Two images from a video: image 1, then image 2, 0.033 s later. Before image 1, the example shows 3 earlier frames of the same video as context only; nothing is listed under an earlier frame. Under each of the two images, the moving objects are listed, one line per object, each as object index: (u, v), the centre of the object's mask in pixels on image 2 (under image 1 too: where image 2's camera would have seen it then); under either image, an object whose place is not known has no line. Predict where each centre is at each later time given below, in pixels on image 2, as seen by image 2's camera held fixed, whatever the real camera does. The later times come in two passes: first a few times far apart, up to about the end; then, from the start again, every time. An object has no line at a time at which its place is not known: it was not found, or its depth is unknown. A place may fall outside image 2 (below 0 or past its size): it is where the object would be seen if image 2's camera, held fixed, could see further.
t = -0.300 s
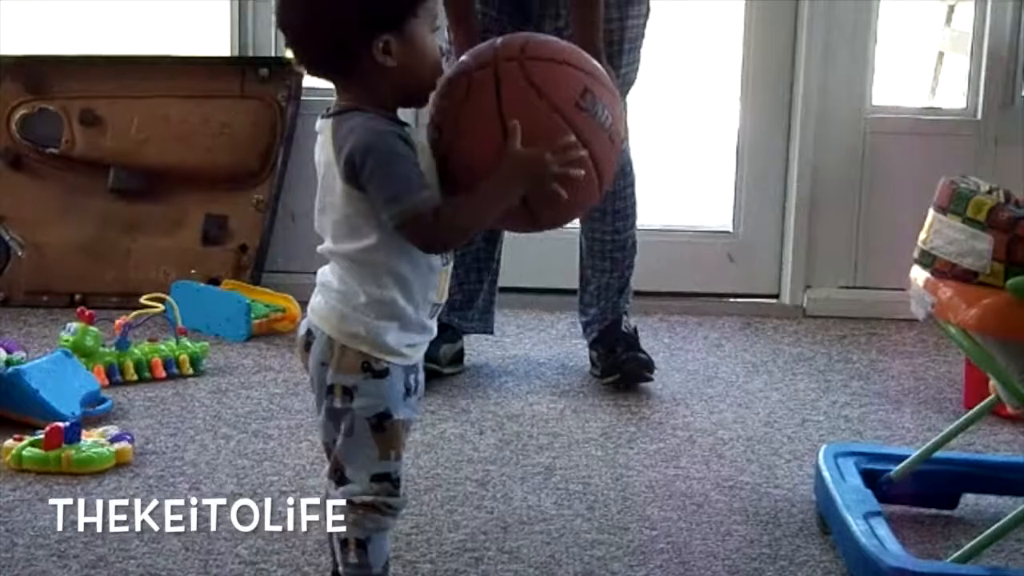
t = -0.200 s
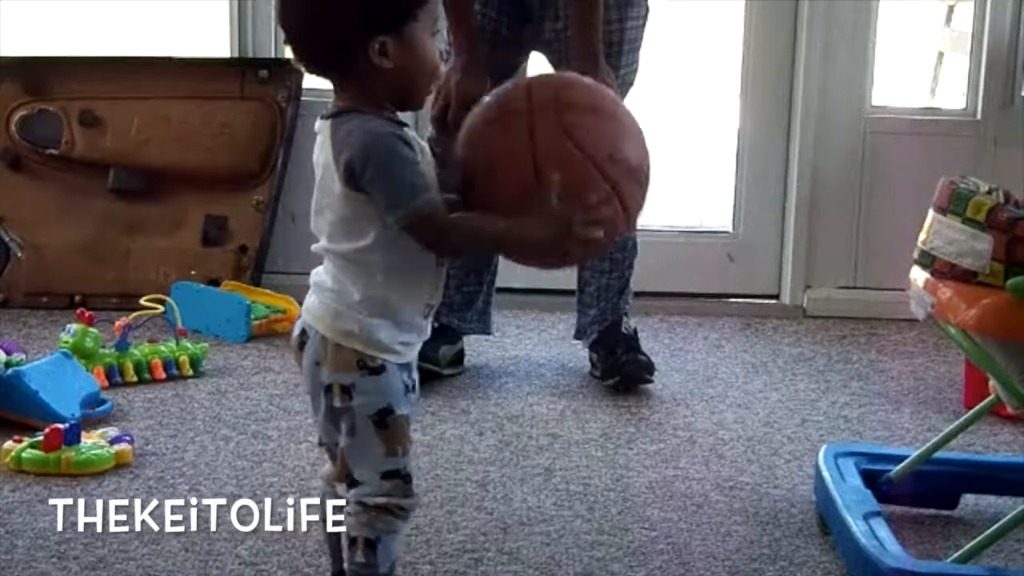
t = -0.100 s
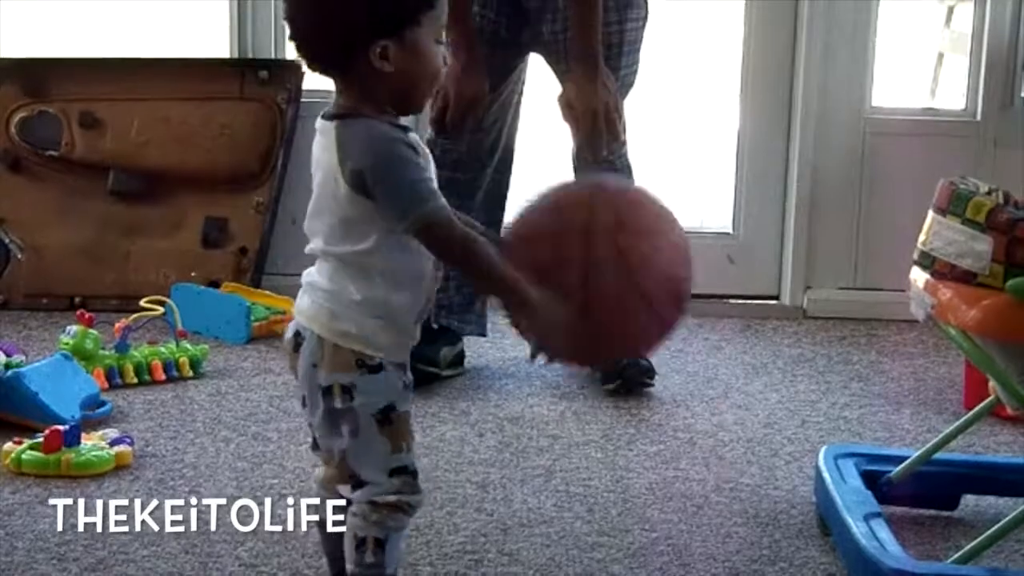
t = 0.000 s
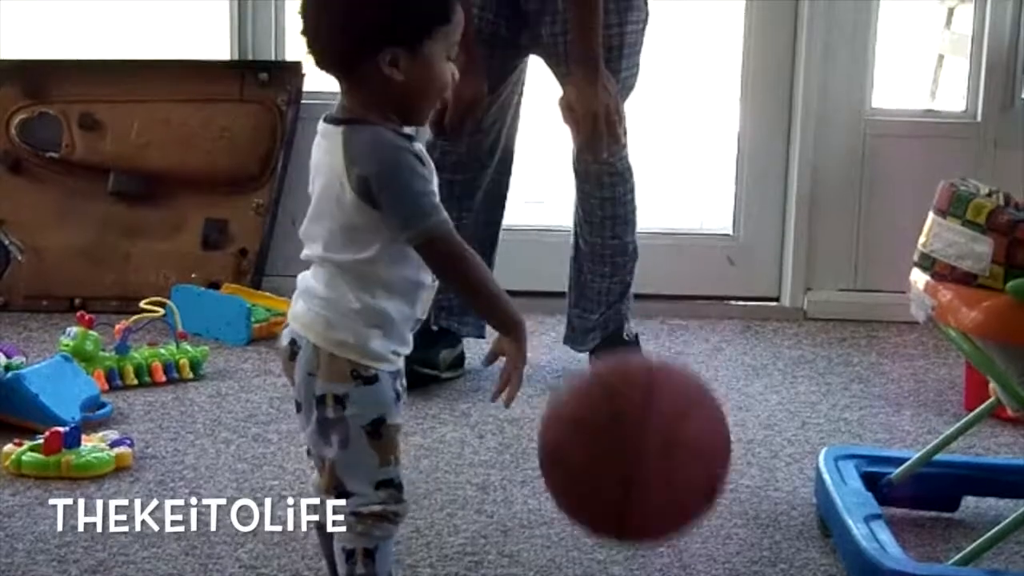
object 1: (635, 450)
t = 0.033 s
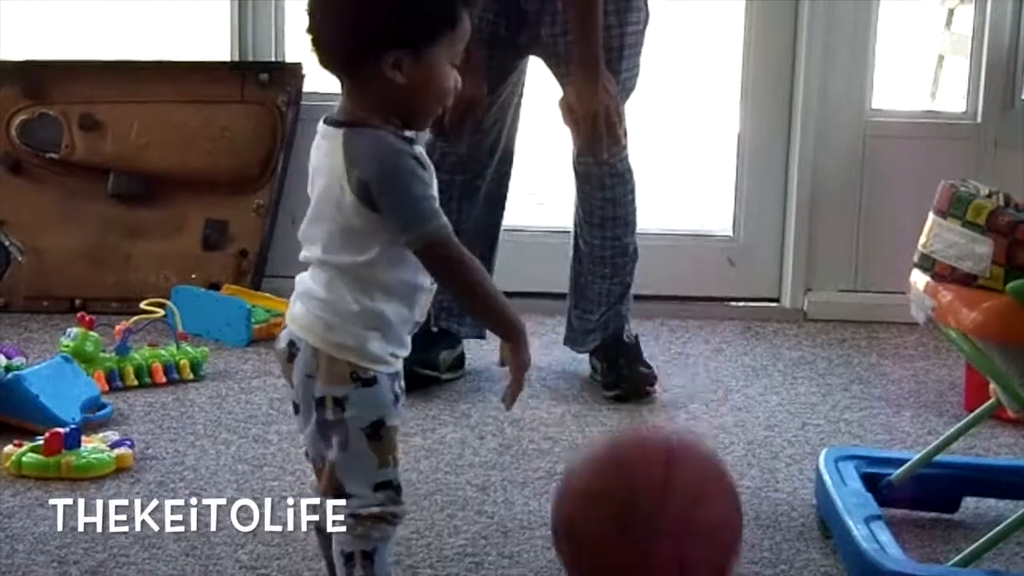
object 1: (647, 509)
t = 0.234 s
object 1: (706, 335)
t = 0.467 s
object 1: (758, 449)
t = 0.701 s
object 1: (781, 431)
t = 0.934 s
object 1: (737, 498)
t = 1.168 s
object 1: (620, 498)
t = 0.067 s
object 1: (658, 496)
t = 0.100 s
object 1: (668, 453)
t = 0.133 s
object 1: (678, 411)
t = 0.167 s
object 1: (688, 378)
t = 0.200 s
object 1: (698, 353)
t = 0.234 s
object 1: (706, 335)
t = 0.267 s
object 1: (715, 327)
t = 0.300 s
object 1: (723, 326)
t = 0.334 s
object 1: (731, 334)
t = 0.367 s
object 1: (739, 350)
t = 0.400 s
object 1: (746, 375)
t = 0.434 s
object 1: (752, 409)
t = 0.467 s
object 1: (758, 449)
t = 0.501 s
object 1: (764, 491)
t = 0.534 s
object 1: (769, 511)
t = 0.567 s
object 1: (772, 490)
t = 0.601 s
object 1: (775, 470)
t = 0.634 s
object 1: (777, 449)
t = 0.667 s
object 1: (780, 435)
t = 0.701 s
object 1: (781, 431)
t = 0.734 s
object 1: (782, 434)
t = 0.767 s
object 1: (782, 447)
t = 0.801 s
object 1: (782, 467)
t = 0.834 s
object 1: (782, 486)
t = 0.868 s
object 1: (773, 501)
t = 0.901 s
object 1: (753, 504)
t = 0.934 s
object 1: (737, 498)
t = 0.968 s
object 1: (721, 495)
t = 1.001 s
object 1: (704, 497)
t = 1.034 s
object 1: (687, 503)
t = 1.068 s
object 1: (671, 498)
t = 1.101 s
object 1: (655, 495)
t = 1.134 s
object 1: (637, 497)
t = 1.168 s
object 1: (620, 498)
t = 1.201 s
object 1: (603, 497)
